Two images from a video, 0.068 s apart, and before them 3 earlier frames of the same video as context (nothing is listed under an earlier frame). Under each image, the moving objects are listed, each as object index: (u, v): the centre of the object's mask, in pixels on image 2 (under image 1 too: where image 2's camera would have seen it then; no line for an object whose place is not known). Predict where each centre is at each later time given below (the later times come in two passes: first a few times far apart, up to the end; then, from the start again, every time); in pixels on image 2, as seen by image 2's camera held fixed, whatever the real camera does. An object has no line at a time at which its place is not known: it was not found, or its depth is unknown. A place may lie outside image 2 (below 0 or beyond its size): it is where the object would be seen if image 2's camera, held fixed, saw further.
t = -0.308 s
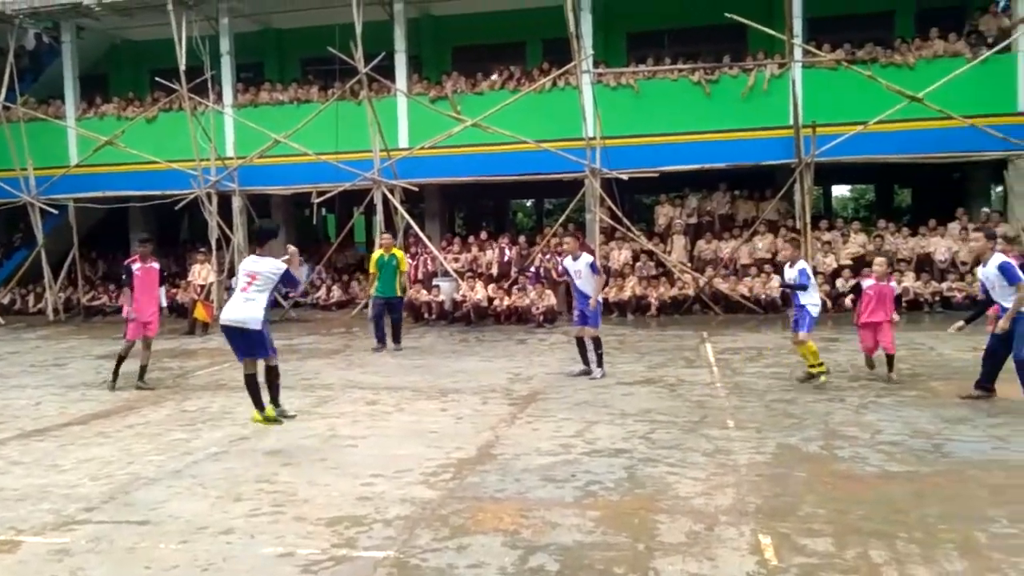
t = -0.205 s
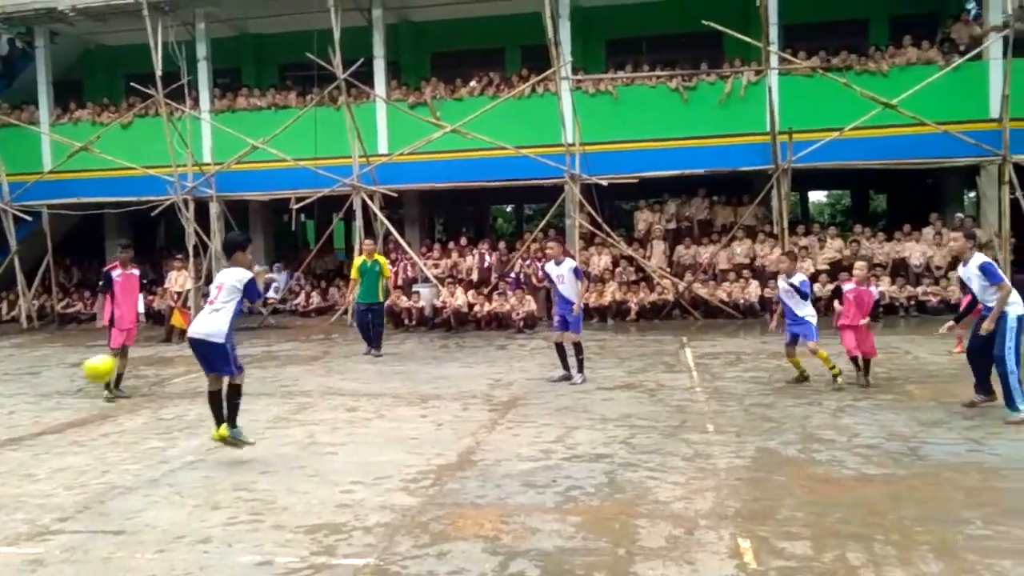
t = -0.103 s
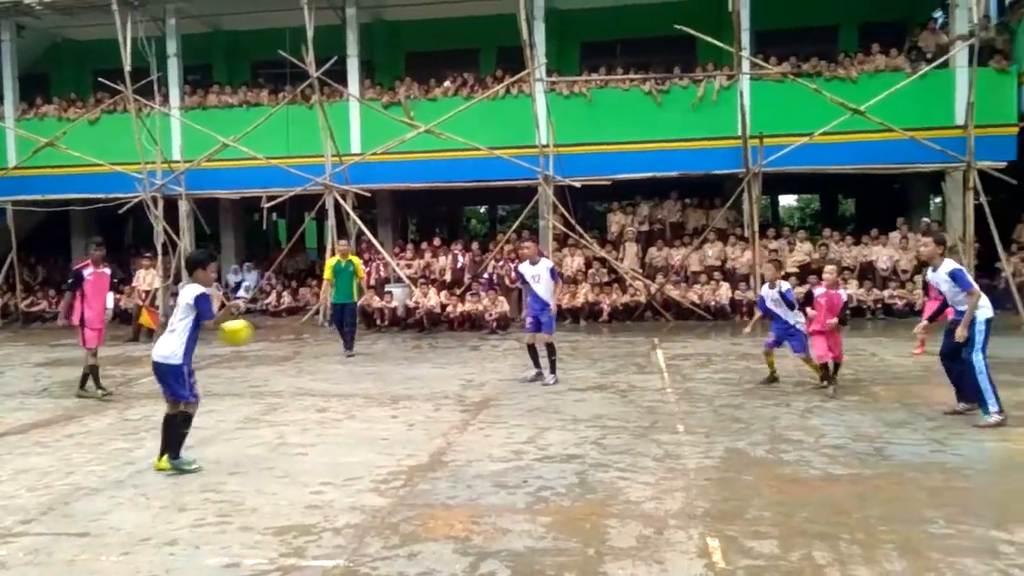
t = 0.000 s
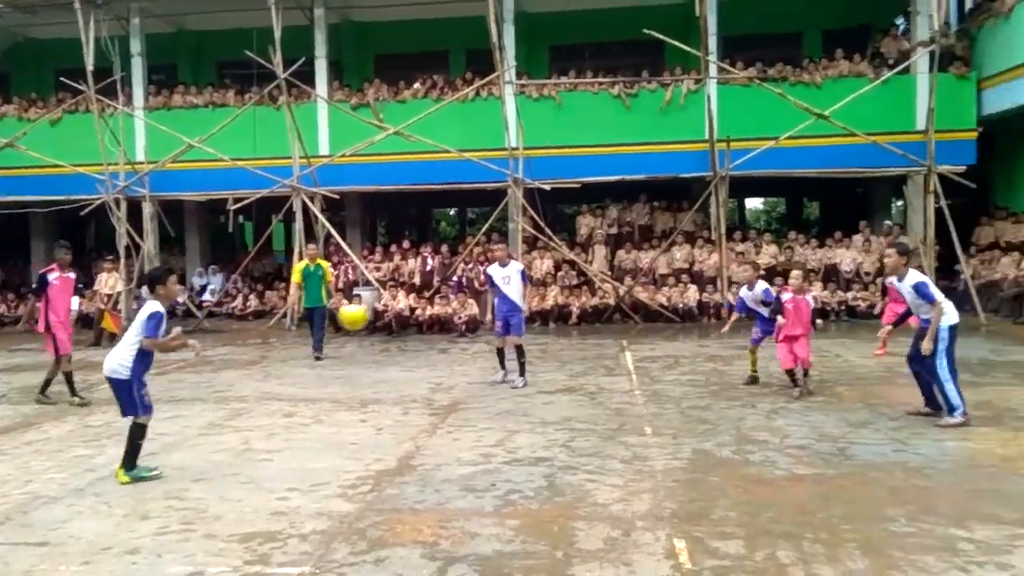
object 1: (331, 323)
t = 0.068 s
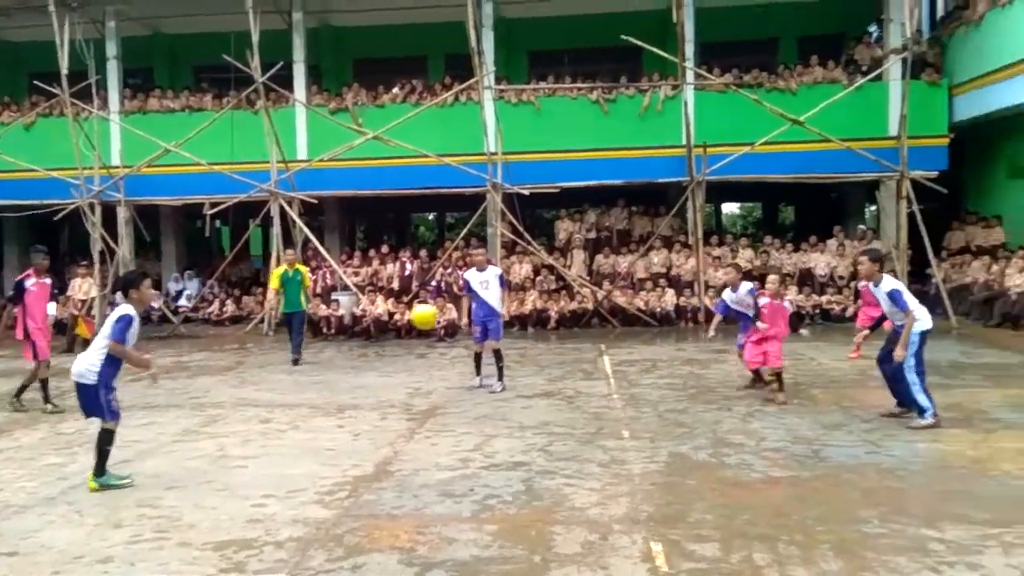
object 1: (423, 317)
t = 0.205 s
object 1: (587, 321)
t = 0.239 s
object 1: (624, 325)
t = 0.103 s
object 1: (467, 316)
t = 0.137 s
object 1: (509, 316)
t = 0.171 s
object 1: (549, 318)
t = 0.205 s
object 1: (587, 321)
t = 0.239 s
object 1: (624, 325)
